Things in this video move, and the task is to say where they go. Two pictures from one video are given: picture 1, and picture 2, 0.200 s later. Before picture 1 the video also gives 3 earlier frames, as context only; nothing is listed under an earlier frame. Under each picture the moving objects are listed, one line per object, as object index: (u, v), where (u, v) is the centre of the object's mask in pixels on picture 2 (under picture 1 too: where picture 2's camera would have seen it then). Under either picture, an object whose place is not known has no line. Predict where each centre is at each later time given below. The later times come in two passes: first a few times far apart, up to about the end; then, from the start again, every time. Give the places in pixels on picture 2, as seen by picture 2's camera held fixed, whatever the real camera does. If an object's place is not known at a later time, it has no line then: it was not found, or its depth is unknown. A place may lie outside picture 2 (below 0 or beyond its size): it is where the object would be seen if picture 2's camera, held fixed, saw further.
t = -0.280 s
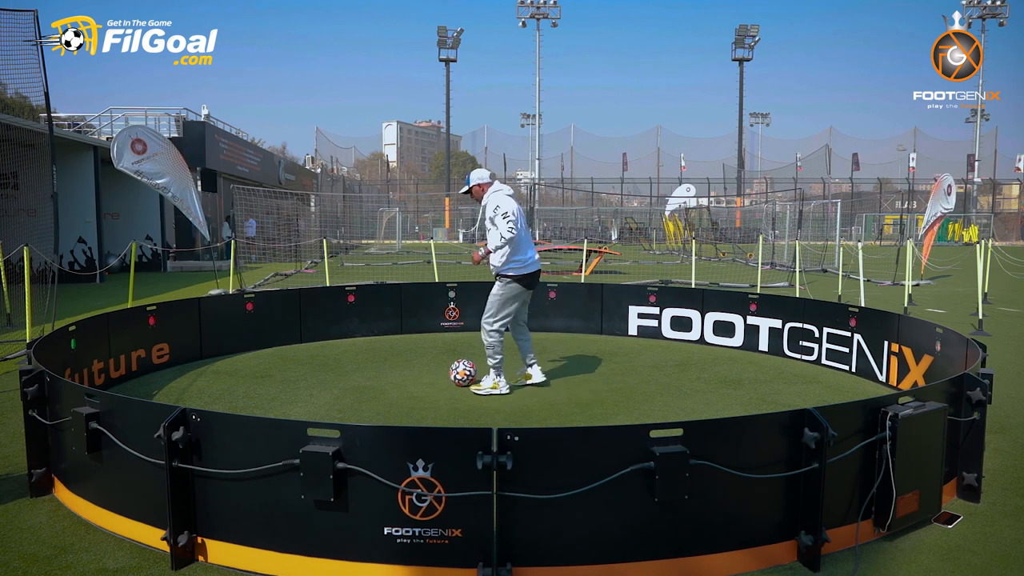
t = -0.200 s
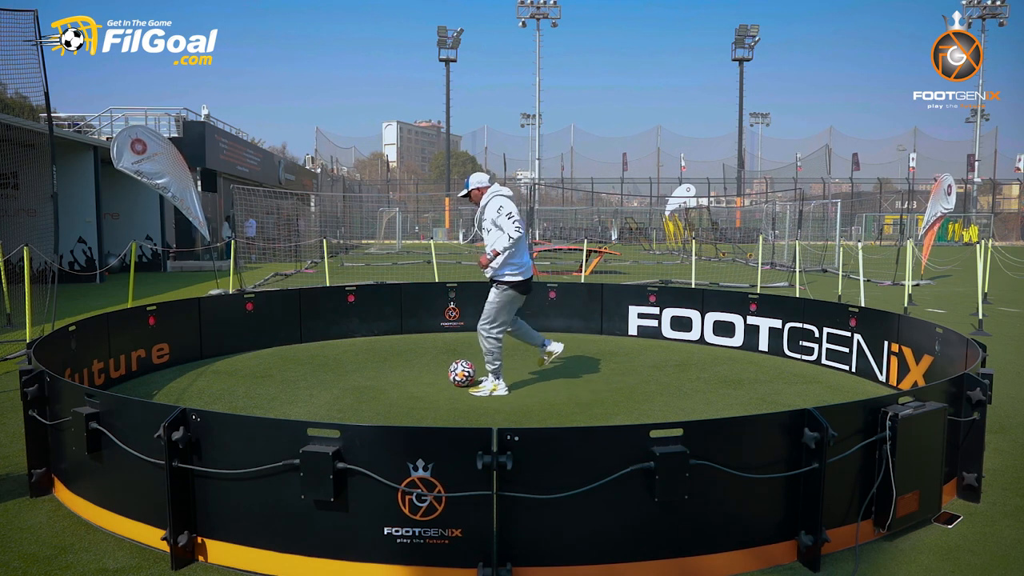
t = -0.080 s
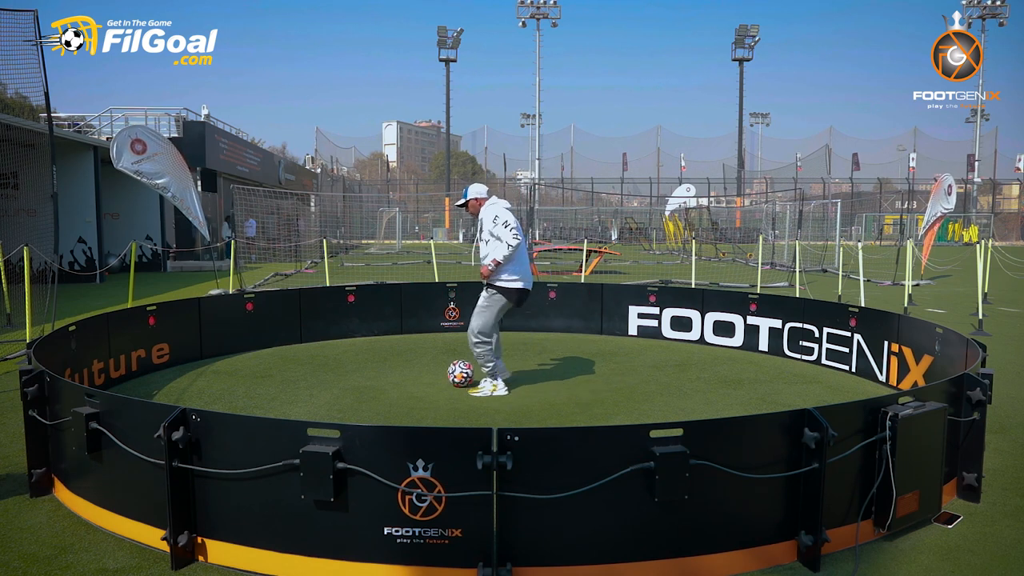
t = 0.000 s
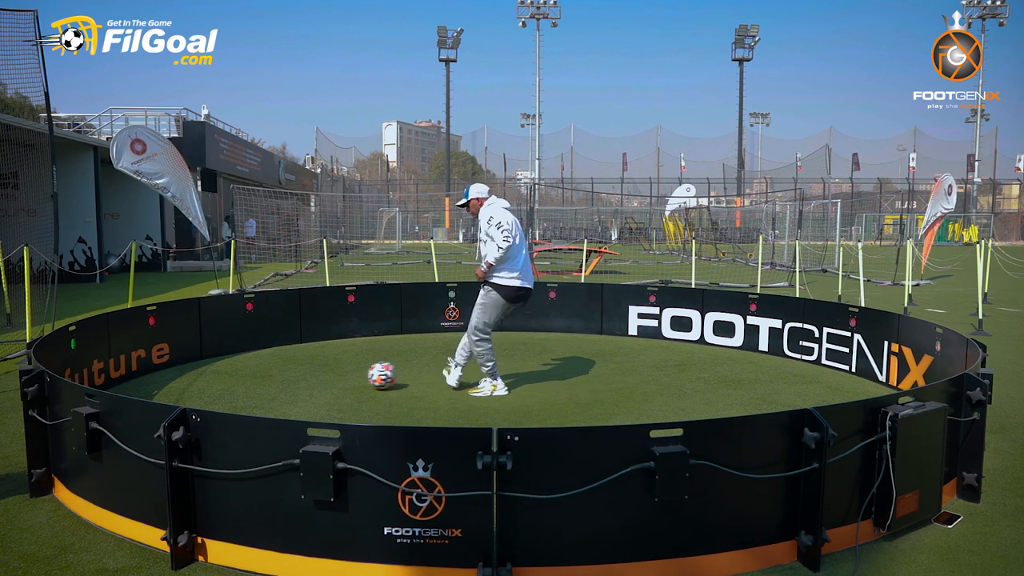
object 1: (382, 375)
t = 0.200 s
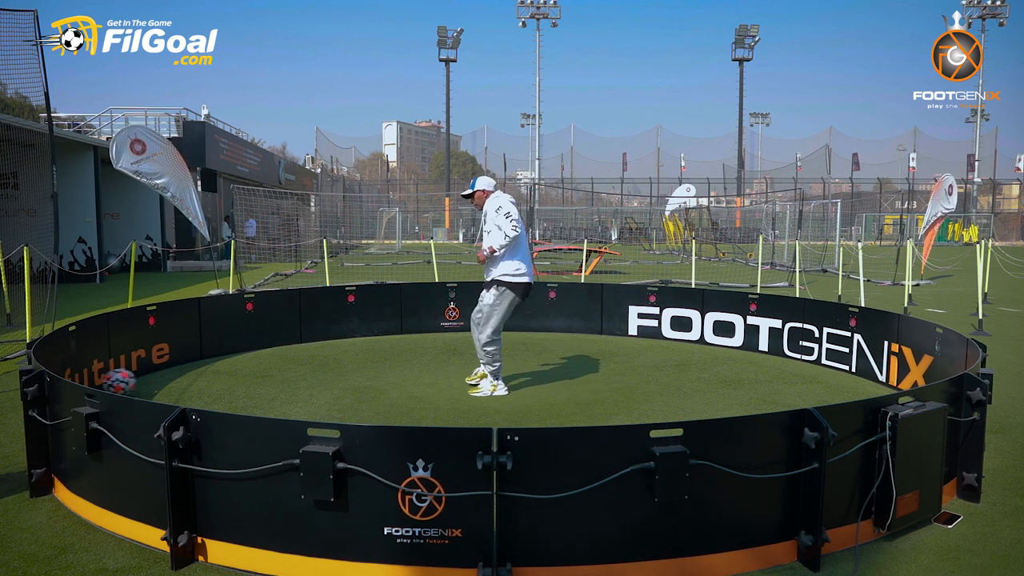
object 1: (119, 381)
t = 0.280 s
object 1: (152, 379)
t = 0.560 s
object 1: (348, 377)
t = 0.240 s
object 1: (118, 380)
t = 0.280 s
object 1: (152, 379)
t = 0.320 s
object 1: (185, 379)
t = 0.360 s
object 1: (218, 382)
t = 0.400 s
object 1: (248, 381)
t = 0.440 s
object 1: (276, 380)
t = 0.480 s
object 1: (302, 379)
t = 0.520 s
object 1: (325, 377)
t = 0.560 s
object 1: (348, 377)
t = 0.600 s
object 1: (371, 377)
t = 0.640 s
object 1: (389, 375)
